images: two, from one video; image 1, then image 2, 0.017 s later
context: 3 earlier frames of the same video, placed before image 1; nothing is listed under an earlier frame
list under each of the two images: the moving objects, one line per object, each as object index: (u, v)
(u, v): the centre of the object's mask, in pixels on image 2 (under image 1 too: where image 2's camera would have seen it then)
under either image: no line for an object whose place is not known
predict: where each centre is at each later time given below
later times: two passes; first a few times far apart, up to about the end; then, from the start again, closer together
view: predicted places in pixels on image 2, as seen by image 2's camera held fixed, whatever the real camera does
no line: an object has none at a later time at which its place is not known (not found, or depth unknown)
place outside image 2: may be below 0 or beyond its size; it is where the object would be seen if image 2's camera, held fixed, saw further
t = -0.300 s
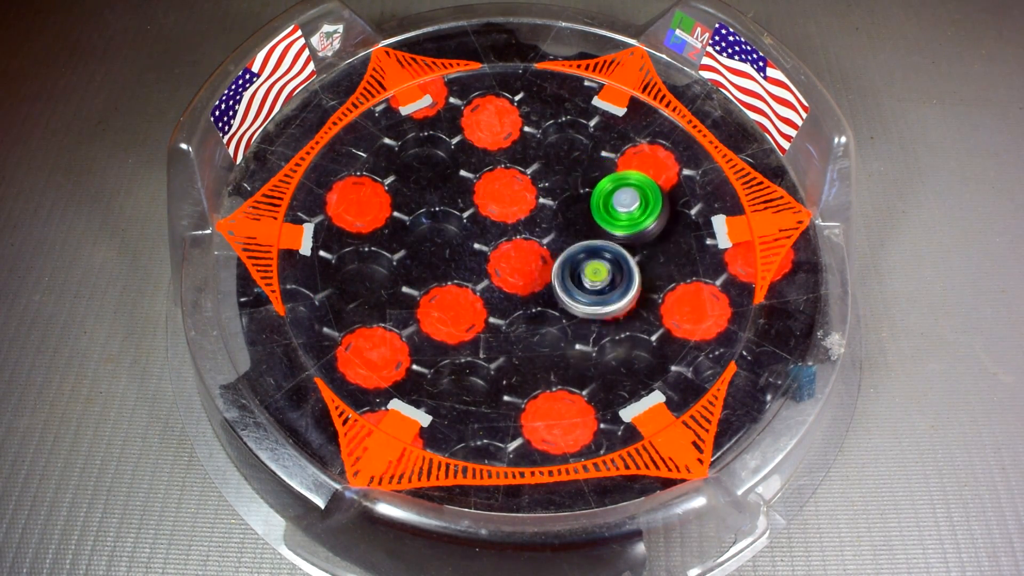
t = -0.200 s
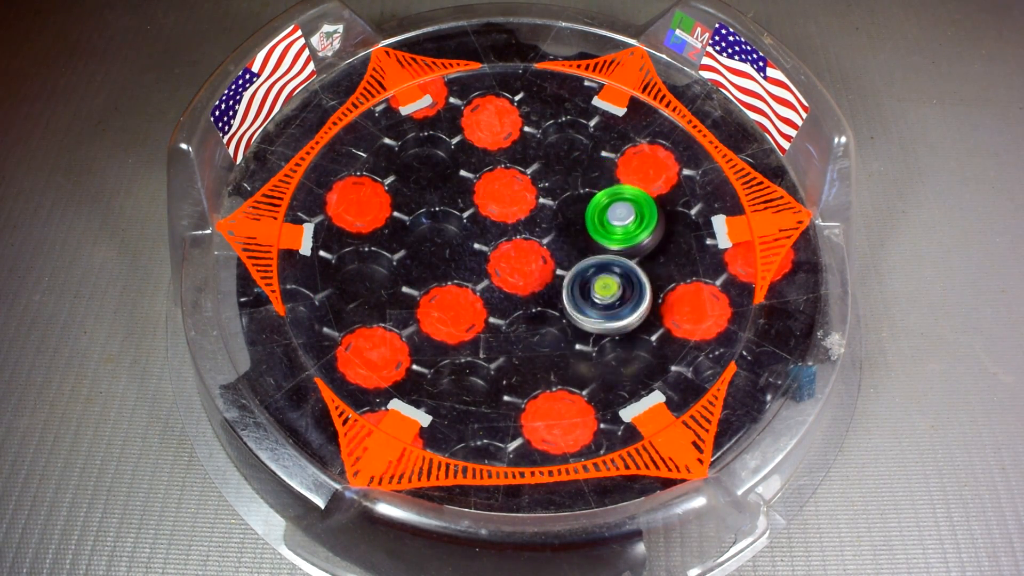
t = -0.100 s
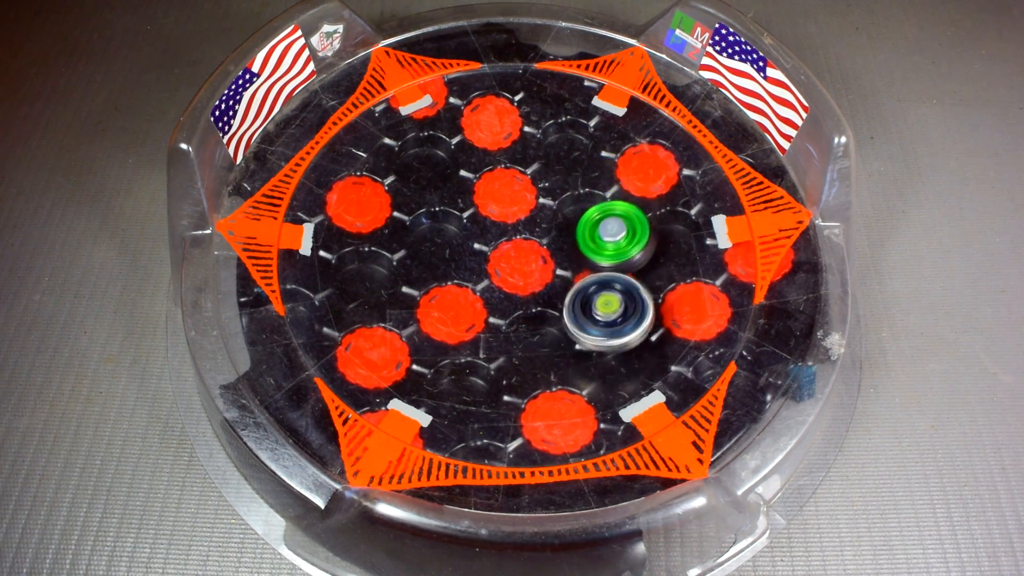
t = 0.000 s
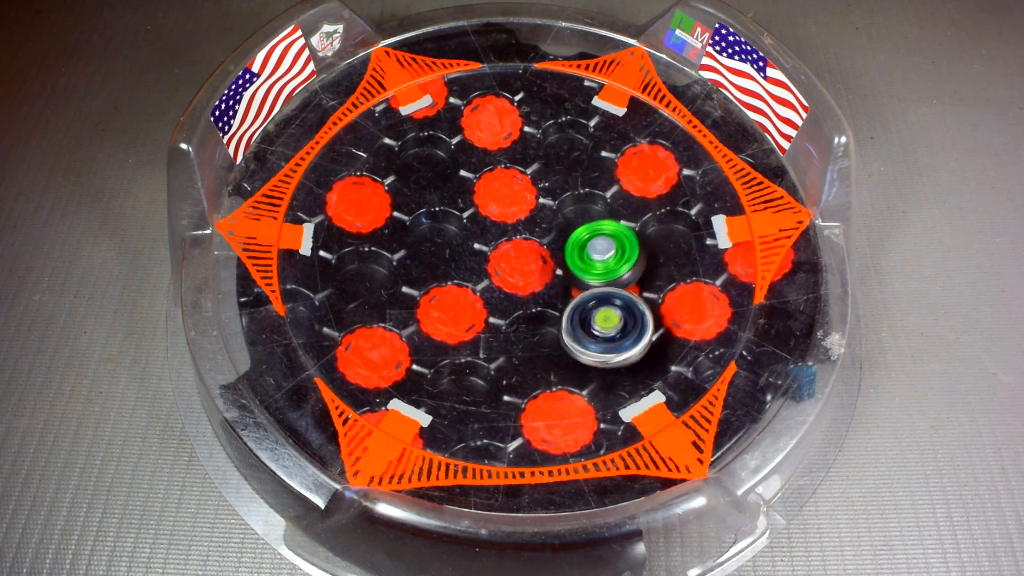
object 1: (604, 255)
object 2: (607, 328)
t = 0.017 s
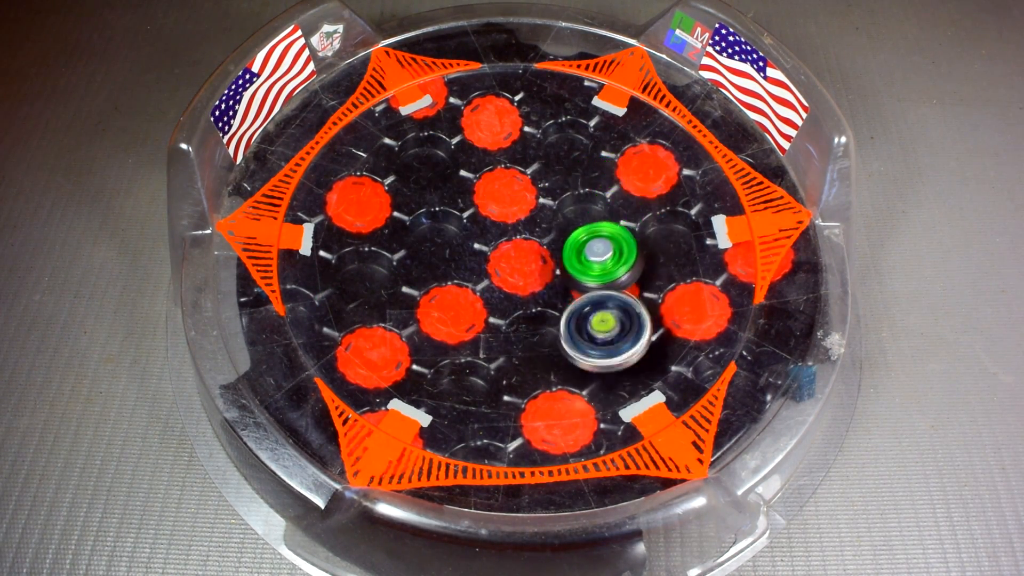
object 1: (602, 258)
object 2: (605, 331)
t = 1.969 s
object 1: (544, 226)
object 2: (618, 188)
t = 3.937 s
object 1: (534, 303)
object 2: (545, 234)
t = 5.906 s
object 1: (534, 300)
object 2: (545, 234)
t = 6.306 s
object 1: (534, 302)
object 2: (545, 235)
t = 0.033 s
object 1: (600, 260)
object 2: (604, 334)
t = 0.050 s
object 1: (598, 263)
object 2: (603, 338)
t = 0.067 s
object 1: (595, 267)
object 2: (602, 341)
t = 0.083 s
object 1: (594, 269)
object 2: (602, 344)
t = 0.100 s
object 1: (592, 272)
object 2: (602, 347)
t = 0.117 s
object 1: (590, 274)
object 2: (601, 350)
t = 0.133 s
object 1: (588, 277)
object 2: (601, 352)
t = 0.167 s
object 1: (584, 280)
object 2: (601, 354)
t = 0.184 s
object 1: (583, 282)
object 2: (601, 355)
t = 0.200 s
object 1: (580, 283)
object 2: (600, 355)
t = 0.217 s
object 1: (577, 284)
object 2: (600, 358)
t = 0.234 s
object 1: (575, 285)
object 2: (599, 362)
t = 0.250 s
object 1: (572, 285)
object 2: (599, 365)
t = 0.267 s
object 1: (570, 287)
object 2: (599, 369)
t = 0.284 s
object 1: (567, 288)
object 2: (599, 371)
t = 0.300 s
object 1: (564, 289)
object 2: (600, 374)
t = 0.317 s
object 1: (562, 290)
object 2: (599, 377)
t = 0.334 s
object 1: (559, 291)
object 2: (598, 378)
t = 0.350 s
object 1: (556, 292)
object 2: (598, 380)
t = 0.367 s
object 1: (553, 293)
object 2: (598, 381)
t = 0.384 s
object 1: (550, 294)
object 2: (596, 380)
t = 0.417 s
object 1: (545, 296)
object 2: (594, 379)
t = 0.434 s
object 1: (542, 296)
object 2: (592, 378)
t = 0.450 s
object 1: (539, 297)
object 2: (590, 376)
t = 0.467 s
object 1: (537, 298)
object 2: (588, 373)
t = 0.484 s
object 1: (534, 299)
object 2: (586, 371)
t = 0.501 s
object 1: (531, 299)
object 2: (583, 367)
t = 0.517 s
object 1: (529, 299)
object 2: (580, 363)
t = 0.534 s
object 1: (527, 299)
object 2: (577, 360)
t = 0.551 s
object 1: (522, 298)
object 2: (574, 358)
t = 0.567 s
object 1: (518, 296)
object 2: (576, 360)
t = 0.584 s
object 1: (513, 295)
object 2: (576, 365)
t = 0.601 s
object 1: (510, 294)
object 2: (577, 368)
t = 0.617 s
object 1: (507, 294)
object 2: (578, 369)
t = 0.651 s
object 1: (503, 294)
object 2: (582, 370)
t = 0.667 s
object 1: (501, 294)
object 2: (583, 370)
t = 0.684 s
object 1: (499, 294)
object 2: (584, 368)
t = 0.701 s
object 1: (497, 294)
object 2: (585, 367)
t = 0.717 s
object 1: (496, 294)
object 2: (585, 365)
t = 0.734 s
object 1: (495, 294)
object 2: (585, 362)
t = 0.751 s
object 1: (494, 294)
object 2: (584, 360)
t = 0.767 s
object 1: (492, 294)
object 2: (584, 356)
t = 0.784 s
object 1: (492, 293)
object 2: (583, 352)
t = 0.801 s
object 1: (491, 293)
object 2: (580, 348)
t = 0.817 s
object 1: (489, 292)
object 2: (579, 343)
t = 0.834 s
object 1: (489, 292)
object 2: (577, 338)
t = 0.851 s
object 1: (488, 291)
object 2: (575, 335)
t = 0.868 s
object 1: (487, 290)
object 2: (572, 329)
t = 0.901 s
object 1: (485, 289)
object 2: (568, 319)
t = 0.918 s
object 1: (484, 288)
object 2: (565, 315)
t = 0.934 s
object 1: (482, 286)
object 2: (567, 310)
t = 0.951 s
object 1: (477, 282)
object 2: (573, 309)
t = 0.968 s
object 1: (472, 279)
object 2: (577, 306)
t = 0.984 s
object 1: (469, 278)
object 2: (578, 303)
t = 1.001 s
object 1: (467, 277)
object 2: (580, 298)
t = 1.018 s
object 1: (465, 275)
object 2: (584, 293)
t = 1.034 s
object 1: (463, 274)
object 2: (586, 290)
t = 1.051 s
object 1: (462, 273)
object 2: (586, 286)
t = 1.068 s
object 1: (460, 271)
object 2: (586, 282)
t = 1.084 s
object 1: (459, 270)
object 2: (587, 278)
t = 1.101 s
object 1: (458, 268)
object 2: (588, 274)
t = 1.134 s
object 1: (457, 266)
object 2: (588, 266)
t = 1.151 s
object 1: (456, 265)
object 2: (588, 261)
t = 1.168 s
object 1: (456, 263)
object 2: (589, 257)
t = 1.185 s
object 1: (456, 262)
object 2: (588, 253)
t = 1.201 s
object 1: (456, 261)
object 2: (587, 247)
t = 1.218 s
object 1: (456, 259)
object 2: (588, 242)
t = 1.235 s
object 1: (457, 258)
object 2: (588, 239)
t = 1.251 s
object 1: (457, 256)
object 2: (587, 235)
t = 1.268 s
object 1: (458, 255)
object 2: (585, 230)
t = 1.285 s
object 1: (459, 253)
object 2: (585, 226)
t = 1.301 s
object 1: (460, 252)
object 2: (584, 223)
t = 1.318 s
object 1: (461, 250)
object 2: (583, 220)
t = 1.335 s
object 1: (462, 248)
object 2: (581, 216)
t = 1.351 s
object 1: (463, 247)
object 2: (579, 212)
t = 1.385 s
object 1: (467, 244)
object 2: (574, 208)
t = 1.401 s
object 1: (470, 242)
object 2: (571, 205)
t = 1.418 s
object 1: (470, 241)
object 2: (569, 203)
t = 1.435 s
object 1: (472, 239)
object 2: (566, 202)
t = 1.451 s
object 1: (474, 237)
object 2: (562, 200)
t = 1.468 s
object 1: (477, 235)
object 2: (558, 199)
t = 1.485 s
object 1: (479, 234)
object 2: (555, 197)
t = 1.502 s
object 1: (481, 232)
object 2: (552, 198)
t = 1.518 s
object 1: (481, 231)
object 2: (553, 197)
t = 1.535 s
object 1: (482, 231)
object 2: (559, 195)
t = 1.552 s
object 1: (482, 231)
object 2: (563, 194)
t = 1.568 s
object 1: (483, 231)
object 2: (564, 194)
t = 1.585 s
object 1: (485, 231)
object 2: (566, 192)
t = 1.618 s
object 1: (490, 229)
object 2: (570, 188)
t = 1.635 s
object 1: (493, 228)
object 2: (574, 186)
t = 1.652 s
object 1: (496, 226)
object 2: (576, 185)
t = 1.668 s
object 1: (499, 225)
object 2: (577, 184)
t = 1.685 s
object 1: (502, 225)
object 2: (578, 182)
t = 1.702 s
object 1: (506, 224)
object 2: (580, 182)
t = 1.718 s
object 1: (509, 223)
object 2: (581, 182)
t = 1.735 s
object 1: (512, 222)
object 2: (583, 183)
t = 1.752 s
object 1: (514, 221)
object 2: (584, 183)
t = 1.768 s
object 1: (516, 221)
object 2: (588, 182)
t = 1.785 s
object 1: (519, 221)
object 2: (591, 181)
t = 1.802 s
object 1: (522, 221)
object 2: (593, 182)
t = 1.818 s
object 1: (524, 221)
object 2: (595, 182)
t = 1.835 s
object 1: (525, 221)
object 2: (598, 182)
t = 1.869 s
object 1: (530, 222)
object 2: (605, 183)
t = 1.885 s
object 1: (532, 223)
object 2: (608, 183)
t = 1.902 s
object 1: (535, 223)
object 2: (611, 184)
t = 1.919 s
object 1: (538, 224)
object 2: (612, 184)
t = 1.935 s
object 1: (540, 225)
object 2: (614, 185)
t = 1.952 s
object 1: (543, 225)
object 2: (616, 186)
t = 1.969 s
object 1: (544, 226)
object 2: (618, 188)
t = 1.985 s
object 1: (543, 229)
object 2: (627, 189)
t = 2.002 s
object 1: (541, 232)
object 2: (635, 190)
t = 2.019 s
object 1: (541, 235)
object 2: (638, 192)
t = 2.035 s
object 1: (542, 236)
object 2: (640, 193)
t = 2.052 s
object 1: (544, 238)
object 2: (641, 193)
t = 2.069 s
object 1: (545, 239)
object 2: (643, 194)
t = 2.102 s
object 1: (549, 242)
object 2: (646, 195)
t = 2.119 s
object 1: (551, 244)
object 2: (648, 196)
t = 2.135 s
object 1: (552, 245)
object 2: (651, 198)
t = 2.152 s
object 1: (554, 247)
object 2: (653, 202)
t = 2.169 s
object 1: (555, 248)
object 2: (653, 206)
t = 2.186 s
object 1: (557, 250)
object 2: (652, 209)
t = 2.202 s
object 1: (558, 251)
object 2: (651, 212)
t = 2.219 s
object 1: (560, 253)
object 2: (649, 213)
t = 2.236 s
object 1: (561, 255)
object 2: (649, 214)
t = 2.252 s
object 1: (563, 257)
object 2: (649, 216)
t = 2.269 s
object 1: (564, 258)
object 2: (647, 219)
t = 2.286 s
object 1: (566, 259)
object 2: (645, 222)
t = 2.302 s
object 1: (561, 262)
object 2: (647, 223)
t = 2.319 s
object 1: (556, 267)
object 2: (651, 223)
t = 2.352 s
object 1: (551, 272)
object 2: (653, 228)
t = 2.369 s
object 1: (551, 274)
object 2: (650, 230)
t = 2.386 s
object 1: (551, 276)
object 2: (646, 232)
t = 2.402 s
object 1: (551, 278)
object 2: (642, 234)
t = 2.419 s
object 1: (550, 280)
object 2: (640, 233)
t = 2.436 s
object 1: (550, 283)
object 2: (639, 234)
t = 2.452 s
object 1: (550, 285)
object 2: (637, 235)
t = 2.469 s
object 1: (549, 286)
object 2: (634, 237)
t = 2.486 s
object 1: (549, 289)
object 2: (631, 238)
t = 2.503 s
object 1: (548, 291)
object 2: (625, 239)
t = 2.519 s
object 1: (547, 293)
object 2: (621, 238)
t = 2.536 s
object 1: (547, 295)
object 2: (618, 238)
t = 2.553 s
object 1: (546, 296)
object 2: (615, 237)
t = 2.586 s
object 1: (545, 300)
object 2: (609, 236)
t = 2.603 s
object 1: (545, 301)
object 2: (606, 235)
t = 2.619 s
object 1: (545, 302)
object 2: (602, 235)
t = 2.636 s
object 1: (543, 304)
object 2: (597, 234)
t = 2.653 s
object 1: (542, 305)
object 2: (592, 231)
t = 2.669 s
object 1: (542, 306)
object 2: (588, 231)
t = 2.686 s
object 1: (540, 307)
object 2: (584, 229)
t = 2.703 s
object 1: (540, 308)
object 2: (578, 227)
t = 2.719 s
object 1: (539, 309)
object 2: (572, 225)
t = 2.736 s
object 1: (538, 309)
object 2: (565, 224)
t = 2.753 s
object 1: (537, 310)
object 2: (558, 223)
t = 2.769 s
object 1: (536, 310)
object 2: (551, 224)
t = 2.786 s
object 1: (535, 310)
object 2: (542, 224)
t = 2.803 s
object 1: (534, 310)
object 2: (534, 228)
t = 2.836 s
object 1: (533, 310)
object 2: (522, 234)
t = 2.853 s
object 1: (531, 310)
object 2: (518, 237)
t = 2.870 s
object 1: (531, 311)
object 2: (515, 237)
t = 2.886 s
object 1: (530, 312)
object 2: (513, 237)
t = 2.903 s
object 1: (529, 313)
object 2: (512, 238)
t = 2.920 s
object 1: (529, 312)
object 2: (513, 236)
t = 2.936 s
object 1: (526, 311)
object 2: (516, 233)
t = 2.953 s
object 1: (526, 311)
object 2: (519, 232)
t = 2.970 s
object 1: (525, 310)
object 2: (522, 231)
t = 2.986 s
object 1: (524, 309)
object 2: (525, 231)
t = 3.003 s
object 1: (524, 308)
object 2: (528, 232)
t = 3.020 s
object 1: (523, 309)
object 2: (530, 233)
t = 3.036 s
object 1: (522, 310)
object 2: (532, 232)
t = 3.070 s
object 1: (521, 308)
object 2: (535, 234)
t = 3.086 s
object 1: (520, 306)
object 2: (535, 233)
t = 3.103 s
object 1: (520, 305)
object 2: (536, 233)
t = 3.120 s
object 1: (519, 304)
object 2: (537, 232)
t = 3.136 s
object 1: (519, 303)
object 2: (537, 232)
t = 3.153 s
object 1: (519, 301)
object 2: (538, 232)
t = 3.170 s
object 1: (519, 301)
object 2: (539, 232)
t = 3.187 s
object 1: (519, 299)
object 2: (541, 232)
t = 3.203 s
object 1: (519, 297)
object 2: (542, 232)
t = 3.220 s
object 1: (519, 296)
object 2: (544, 232)
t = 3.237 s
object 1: (519, 295)
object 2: (546, 232)
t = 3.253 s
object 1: (519, 294)
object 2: (548, 232)
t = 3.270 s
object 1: (518, 295)
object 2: (550, 232)
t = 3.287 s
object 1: (518, 295)
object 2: (551, 233)
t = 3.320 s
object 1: (518, 296)
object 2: (552, 234)
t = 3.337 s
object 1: (518, 297)
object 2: (552, 234)
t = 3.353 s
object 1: (518, 297)
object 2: (551, 234)
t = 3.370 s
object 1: (518, 297)
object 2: (551, 234)
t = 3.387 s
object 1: (518, 298)
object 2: (549, 234)
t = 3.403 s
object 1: (519, 298)
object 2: (548, 234)
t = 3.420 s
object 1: (520, 298)
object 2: (546, 234)
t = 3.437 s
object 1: (520, 299)
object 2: (544, 233)
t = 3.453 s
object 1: (520, 298)
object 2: (543, 233)
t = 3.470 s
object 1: (521, 298)
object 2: (543, 232)
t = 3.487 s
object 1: (522, 298)
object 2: (543, 233)
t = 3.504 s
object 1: (522, 298)
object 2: (544, 233)
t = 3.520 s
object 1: (522, 298)
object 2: (545, 233)
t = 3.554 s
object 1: (524, 298)
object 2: (547, 234)
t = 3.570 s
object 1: (525, 297)
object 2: (547, 234)
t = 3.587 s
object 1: (526, 297)
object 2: (547, 233)
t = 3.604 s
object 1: (526, 297)
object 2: (545, 233)
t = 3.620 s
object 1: (527, 296)
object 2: (545, 233)
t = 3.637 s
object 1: (528, 295)
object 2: (545, 232)
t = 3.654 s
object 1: (529, 295)
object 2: (546, 232)
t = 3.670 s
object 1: (529, 295)
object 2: (546, 232)
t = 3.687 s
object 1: (530, 294)
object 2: (546, 231)
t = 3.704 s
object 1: (530, 295)
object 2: (545, 231)
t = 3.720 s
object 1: (530, 295)
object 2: (546, 231)
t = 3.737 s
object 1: (531, 296)
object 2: (546, 232)
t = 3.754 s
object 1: (531, 297)
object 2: (546, 233)
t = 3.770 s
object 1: (531, 299)
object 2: (546, 233)
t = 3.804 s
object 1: (532, 300)
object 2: (546, 234)
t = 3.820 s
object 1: (532, 301)
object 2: (546, 234)
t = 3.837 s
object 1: (532, 301)
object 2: (546, 234)
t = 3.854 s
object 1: (533, 301)
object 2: (546, 234)
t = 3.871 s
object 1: (533, 302)
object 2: (545, 234)
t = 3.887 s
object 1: (533, 302)
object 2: (545, 234)
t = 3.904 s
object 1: (533, 302)
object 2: (545, 234)
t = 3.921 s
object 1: (534, 302)
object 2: (545, 234)
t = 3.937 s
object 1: (534, 303)
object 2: (545, 234)
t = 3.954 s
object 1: (534, 303)
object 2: (545, 234)
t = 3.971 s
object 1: (535, 302)
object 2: (545, 234)
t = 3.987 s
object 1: (535, 303)
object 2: (545, 234)
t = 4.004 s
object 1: (535, 302)
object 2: (545, 234)
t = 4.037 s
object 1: (536, 302)
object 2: (545, 234)
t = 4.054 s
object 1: (536, 302)
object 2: (545, 234)
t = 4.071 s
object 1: (537, 301)
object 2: (545, 234)
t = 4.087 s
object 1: (538, 300)
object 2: (545, 233)
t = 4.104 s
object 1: (537, 300)
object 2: (545, 233)
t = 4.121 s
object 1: (538, 299)
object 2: (545, 233)
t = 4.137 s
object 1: (539, 298)
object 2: (545, 233)
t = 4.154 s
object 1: (539, 298)
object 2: (545, 233)
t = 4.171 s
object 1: (539, 297)
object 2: (545, 232)
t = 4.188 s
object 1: (539, 297)
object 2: (546, 232)
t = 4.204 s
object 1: (540, 297)
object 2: (546, 231)
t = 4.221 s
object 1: (540, 297)
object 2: (547, 231)
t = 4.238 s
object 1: (541, 297)
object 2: (546, 232)
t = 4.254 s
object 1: (541, 298)
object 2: (546, 232)
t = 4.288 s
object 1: (541, 298)
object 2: (546, 232)
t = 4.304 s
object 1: (542, 298)
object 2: (546, 232)
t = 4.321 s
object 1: (542, 298)
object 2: (546, 232)
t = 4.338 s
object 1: (542, 298)
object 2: (546, 232)
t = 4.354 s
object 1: (542, 298)
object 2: (546, 232)
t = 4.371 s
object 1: (542, 298)
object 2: (546, 232)
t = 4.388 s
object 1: (542, 298)
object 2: (546, 232)
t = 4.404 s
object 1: (542, 298)
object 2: (546, 232)
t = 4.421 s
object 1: (542, 298)
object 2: (546, 232)
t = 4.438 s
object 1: (542, 298)
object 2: (547, 232)
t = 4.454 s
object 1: (541, 298)
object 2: (547, 232)
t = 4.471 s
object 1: (542, 298)
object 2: (546, 233)
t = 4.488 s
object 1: (542, 298)
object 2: (546, 233)
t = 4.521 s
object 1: (541, 299)
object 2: (546, 233)
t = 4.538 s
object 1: (541, 298)
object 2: (546, 233)
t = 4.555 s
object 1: (542, 298)
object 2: (546, 233)
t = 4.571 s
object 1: (541, 298)
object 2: (546, 233)
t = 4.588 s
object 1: (541, 298)
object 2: (546, 233)
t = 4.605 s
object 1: (541, 298)
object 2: (546, 232)
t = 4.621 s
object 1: (541, 297)
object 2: (546, 232)
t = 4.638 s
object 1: (540, 297)
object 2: (546, 232)
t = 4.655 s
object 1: (540, 297)
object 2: (547, 232)
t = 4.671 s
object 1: (540, 297)
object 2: (547, 232)
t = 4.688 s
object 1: (539, 297)
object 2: (547, 233)
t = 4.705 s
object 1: (539, 297)
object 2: (547, 233)
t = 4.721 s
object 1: (539, 297)
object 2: (547, 233)
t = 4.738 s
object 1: (539, 298)
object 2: (547, 233)
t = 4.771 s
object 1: (538, 297)
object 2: (547, 232)
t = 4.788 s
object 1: (538, 297)
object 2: (547, 232)
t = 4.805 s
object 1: (538, 297)
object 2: (547, 232)
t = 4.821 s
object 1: (538, 298)
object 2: (546, 233)
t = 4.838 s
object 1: (538, 297)
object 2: (546, 233)
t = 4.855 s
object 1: (538, 298)
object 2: (546, 233)
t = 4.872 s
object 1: (538, 298)
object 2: (546, 233)
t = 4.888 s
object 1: (537, 298)
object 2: (546, 233)
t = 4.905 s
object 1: (537, 297)
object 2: (546, 233)
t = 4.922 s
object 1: (538, 297)
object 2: (546, 233)
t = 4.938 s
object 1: (537, 297)
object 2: (546, 232)
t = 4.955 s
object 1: (537, 297)
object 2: (547, 232)
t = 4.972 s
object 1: (537, 297)
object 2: (547, 232)
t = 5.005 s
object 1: (536, 298)
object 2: (547, 233)
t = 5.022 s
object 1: (536, 298)
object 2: (546, 233)
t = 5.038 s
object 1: (536, 298)
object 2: (546, 233)
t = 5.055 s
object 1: (535, 298)
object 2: (546, 233)
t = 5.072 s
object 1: (535, 298)
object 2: (546, 233)
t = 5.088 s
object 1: (535, 298)
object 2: (546, 233)
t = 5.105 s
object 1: (535, 298)
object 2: (546, 233)
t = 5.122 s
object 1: (535, 298)
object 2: (546, 233)
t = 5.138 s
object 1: (535, 297)
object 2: (546, 233)
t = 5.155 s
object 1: (535, 297)
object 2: (547, 232)
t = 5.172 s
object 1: (535, 298)
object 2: (547, 232)
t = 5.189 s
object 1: (534, 298)
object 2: (546, 233)
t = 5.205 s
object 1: (535, 297)
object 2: (546, 233)
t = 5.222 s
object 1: (535, 298)
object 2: (546, 233)
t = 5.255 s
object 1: (534, 298)
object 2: (546, 233)
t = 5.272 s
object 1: (534, 298)
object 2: (546, 233)
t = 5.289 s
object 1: (535, 298)
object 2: (546, 233)
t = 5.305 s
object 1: (535, 298)
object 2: (546, 233)
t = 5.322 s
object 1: (534, 298)
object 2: (546, 233)
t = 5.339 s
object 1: (534, 298)
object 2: (546, 233)
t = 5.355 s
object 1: (535, 298)
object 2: (546, 233)
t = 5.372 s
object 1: (535, 297)
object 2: (546, 233)
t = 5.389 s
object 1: (535, 297)
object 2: (546, 233)
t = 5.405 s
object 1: (535, 297)
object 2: (546, 232)
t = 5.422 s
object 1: (534, 298)
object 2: (547, 232)
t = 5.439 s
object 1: (534, 298)
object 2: (547, 233)
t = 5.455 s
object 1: (534, 298)
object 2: (546, 234)
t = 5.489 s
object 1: (535, 299)
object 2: (546, 234)
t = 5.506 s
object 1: (534, 298)
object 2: (546, 234)
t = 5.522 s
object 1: (535, 298)
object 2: (546, 234)
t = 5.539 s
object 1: (535, 297)
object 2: (546, 234)
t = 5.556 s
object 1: (535, 298)
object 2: (546, 234)
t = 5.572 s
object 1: (535, 298)
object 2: (546, 234)
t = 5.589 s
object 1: (535, 297)
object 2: (546, 233)
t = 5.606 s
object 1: (535, 297)
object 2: (546, 233)
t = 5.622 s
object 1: (535, 297)
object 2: (546, 233)
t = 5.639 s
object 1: (534, 297)
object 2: (546, 233)
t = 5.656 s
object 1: (535, 297)
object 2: (546, 233)
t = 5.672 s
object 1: (534, 297)
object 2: (546, 233)
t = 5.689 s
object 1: (534, 297)
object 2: (546, 233)
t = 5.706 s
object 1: (534, 297)
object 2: (546, 234)
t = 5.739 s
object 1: (535, 297)
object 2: (546, 233)
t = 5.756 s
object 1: (535, 298)
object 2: (546, 233)
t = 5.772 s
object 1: (534, 298)
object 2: (546, 234)
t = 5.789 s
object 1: (534, 297)
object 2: (546, 233)
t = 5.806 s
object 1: (535, 298)
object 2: (546, 233)
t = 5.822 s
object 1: (534, 299)
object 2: (546, 233)
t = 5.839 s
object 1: (534, 299)
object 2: (545, 234)
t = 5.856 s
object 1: (534, 299)
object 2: (545, 234)
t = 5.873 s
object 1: (534, 299)
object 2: (545, 234)
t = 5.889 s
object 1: (534, 300)
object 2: (545, 234)
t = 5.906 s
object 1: (534, 300)
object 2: (545, 234)
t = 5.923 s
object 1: (534, 300)
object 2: (545, 234)
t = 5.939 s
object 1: (534, 300)
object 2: (545, 234)
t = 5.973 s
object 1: (534, 300)
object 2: (545, 234)
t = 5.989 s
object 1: (534, 300)
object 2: (545, 234)
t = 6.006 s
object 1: (535, 299)
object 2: (545, 234)
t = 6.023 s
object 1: (535, 299)
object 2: (545, 234)
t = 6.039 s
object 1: (535, 299)
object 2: (545, 234)
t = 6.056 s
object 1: (535, 298)
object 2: (545, 234)
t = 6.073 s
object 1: (535, 298)
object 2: (545, 234)
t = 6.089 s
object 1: (535, 298)
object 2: (546, 232)
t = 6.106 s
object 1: (534, 298)
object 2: (546, 233)
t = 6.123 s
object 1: (534, 298)
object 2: (546, 233)
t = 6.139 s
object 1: (534, 298)
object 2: (546, 234)
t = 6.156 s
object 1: (534, 299)
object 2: (546, 234)
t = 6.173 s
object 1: (534, 299)
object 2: (546, 234)
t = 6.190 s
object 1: (534, 300)
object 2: (545, 235)
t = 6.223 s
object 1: (534, 301)
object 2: (545, 235)
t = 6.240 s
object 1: (534, 302)
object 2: (545, 235)
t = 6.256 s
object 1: (533, 302)
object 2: (545, 235)
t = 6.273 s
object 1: (533, 302)
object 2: (545, 235)
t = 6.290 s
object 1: (533, 301)
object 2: (545, 235)
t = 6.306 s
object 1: (534, 302)
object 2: (545, 235)
